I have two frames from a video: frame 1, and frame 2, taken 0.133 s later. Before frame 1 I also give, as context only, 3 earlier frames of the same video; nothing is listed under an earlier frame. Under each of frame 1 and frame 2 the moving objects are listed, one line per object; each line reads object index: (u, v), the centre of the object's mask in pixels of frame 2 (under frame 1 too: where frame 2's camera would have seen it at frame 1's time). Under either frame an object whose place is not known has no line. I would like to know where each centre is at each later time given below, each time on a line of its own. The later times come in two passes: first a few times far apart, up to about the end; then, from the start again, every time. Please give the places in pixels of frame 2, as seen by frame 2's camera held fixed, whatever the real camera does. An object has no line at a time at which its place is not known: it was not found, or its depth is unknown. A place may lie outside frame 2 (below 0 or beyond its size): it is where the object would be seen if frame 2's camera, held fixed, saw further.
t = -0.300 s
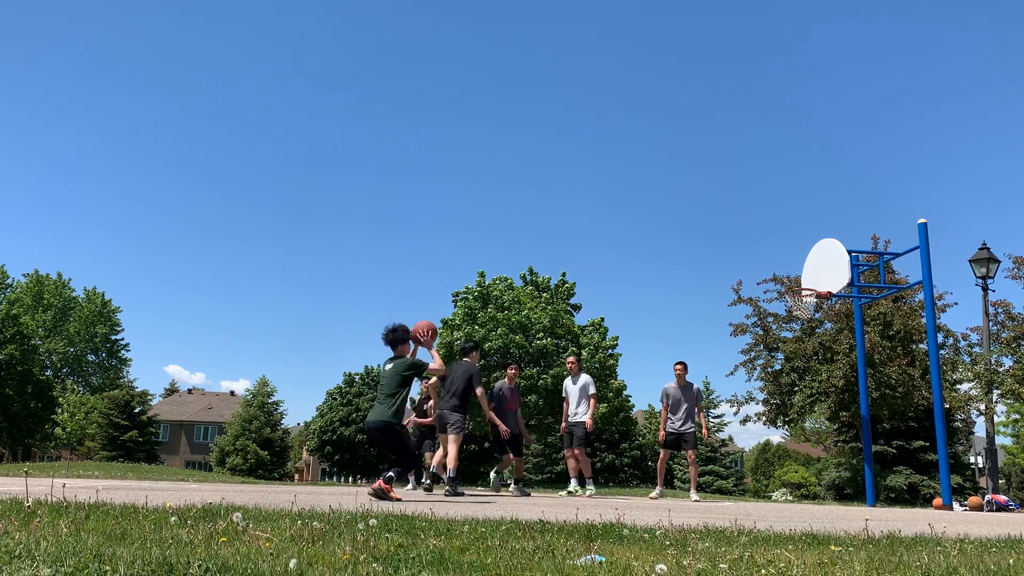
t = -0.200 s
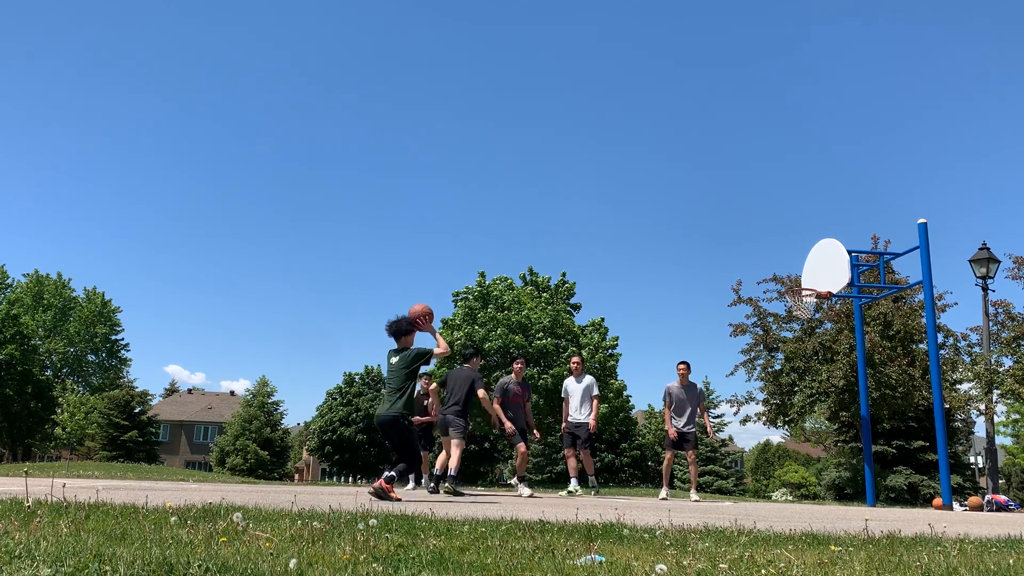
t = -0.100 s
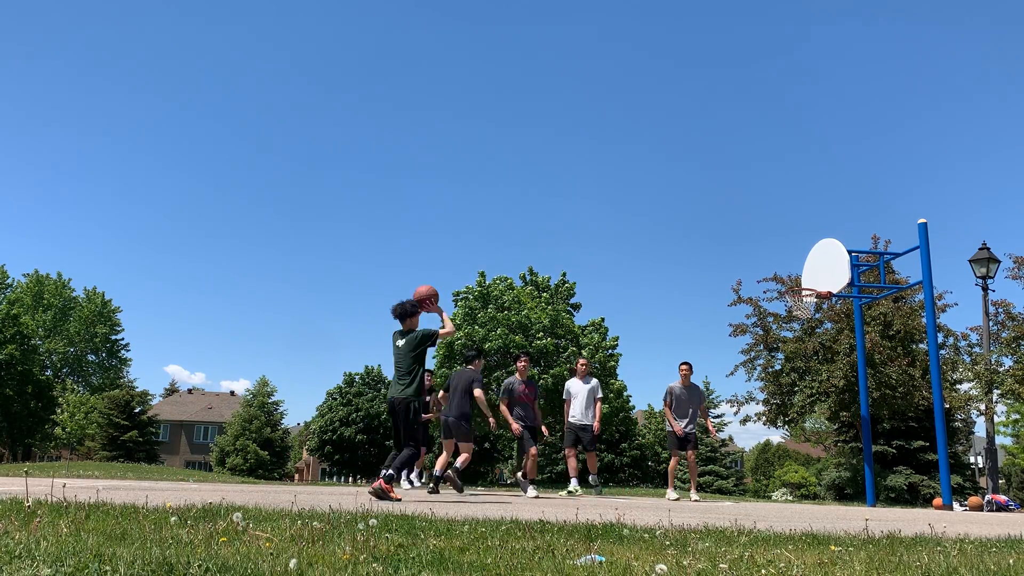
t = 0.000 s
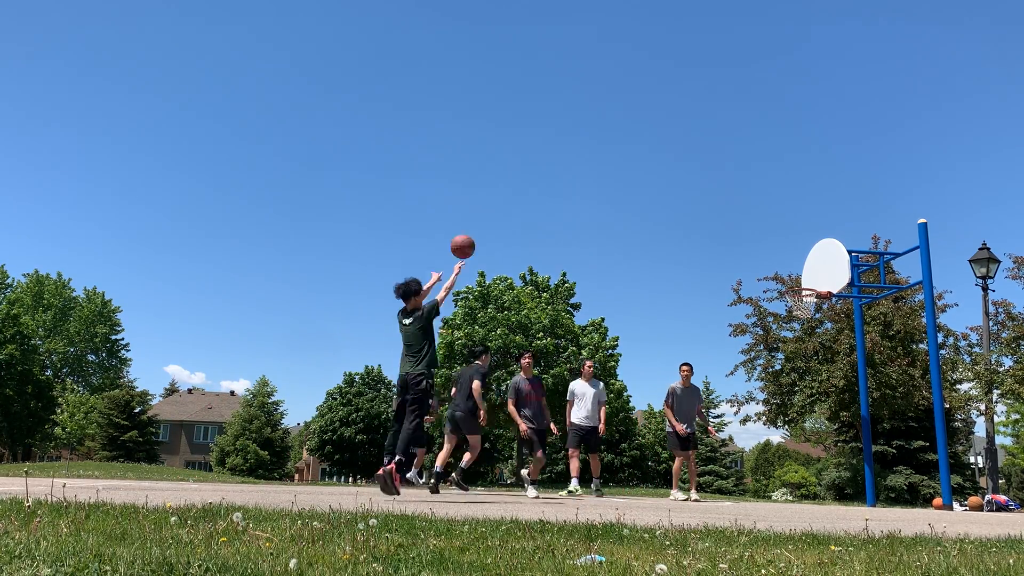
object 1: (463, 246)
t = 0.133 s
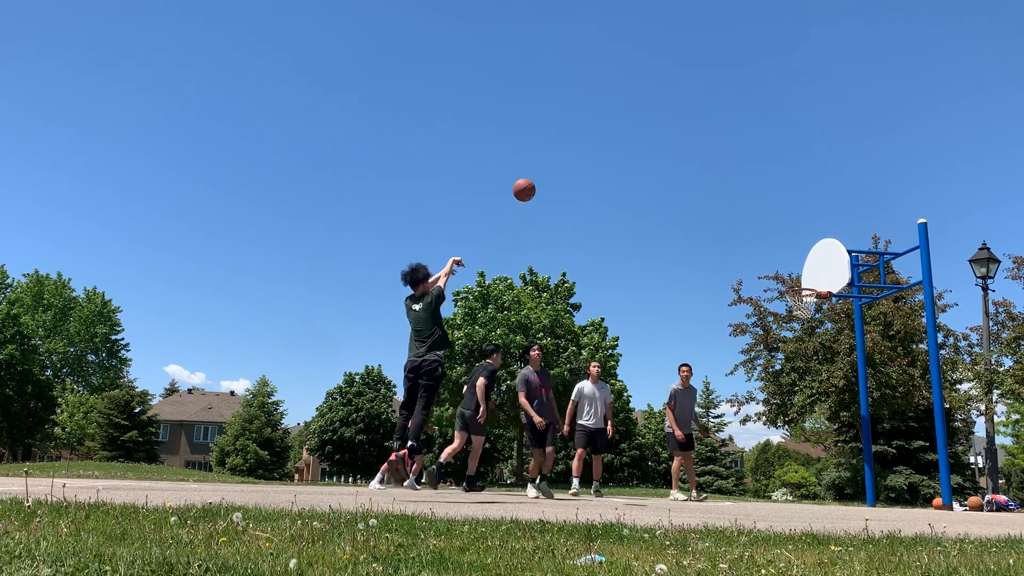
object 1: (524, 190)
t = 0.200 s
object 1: (551, 170)
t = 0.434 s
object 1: (632, 139)
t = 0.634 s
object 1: (688, 148)
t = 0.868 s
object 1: (744, 190)
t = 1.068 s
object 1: (785, 248)
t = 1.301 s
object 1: (794, 249)
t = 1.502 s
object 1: (773, 204)
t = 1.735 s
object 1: (750, 184)
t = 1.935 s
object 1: (731, 193)
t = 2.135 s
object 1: (712, 225)
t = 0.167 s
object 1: (538, 179)
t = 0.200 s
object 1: (551, 170)
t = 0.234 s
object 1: (564, 163)
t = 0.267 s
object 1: (576, 156)
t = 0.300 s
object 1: (588, 151)
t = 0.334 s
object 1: (600, 146)
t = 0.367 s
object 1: (611, 143)
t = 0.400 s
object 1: (621, 141)
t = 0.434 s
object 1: (632, 139)
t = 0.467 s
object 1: (642, 139)
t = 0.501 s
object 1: (652, 139)
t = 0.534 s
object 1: (661, 141)
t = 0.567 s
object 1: (670, 142)
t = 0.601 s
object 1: (679, 145)
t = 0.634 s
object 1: (688, 148)
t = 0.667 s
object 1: (696, 152)
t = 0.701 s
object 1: (705, 157)
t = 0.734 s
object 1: (713, 162)
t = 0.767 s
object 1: (721, 168)
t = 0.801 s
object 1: (729, 175)
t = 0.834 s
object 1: (736, 182)
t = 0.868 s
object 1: (744, 190)
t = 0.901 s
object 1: (751, 198)
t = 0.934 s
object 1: (758, 207)
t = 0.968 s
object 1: (765, 216)
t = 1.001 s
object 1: (772, 226)
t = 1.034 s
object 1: (779, 237)
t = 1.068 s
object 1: (785, 248)
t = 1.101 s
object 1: (792, 259)
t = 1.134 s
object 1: (798, 271)
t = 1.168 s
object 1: (805, 282)
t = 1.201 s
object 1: (804, 281)
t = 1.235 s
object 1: (801, 269)
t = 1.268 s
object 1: (797, 259)
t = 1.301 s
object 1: (794, 249)
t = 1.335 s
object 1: (790, 240)
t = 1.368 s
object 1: (787, 231)
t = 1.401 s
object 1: (783, 224)
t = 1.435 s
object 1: (780, 216)
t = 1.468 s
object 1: (776, 210)
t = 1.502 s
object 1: (773, 204)
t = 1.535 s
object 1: (769, 199)
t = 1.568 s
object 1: (766, 195)
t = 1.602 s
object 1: (763, 191)
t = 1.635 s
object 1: (759, 188)
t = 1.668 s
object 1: (756, 186)
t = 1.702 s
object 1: (753, 184)
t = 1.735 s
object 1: (750, 184)
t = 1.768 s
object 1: (747, 183)
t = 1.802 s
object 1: (743, 184)
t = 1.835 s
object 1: (740, 185)
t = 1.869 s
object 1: (737, 187)
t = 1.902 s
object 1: (734, 189)
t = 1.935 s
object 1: (731, 193)
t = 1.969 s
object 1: (728, 196)
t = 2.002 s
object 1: (724, 201)
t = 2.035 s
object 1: (721, 206)
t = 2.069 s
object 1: (718, 212)
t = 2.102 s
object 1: (715, 218)
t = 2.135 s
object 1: (712, 225)
